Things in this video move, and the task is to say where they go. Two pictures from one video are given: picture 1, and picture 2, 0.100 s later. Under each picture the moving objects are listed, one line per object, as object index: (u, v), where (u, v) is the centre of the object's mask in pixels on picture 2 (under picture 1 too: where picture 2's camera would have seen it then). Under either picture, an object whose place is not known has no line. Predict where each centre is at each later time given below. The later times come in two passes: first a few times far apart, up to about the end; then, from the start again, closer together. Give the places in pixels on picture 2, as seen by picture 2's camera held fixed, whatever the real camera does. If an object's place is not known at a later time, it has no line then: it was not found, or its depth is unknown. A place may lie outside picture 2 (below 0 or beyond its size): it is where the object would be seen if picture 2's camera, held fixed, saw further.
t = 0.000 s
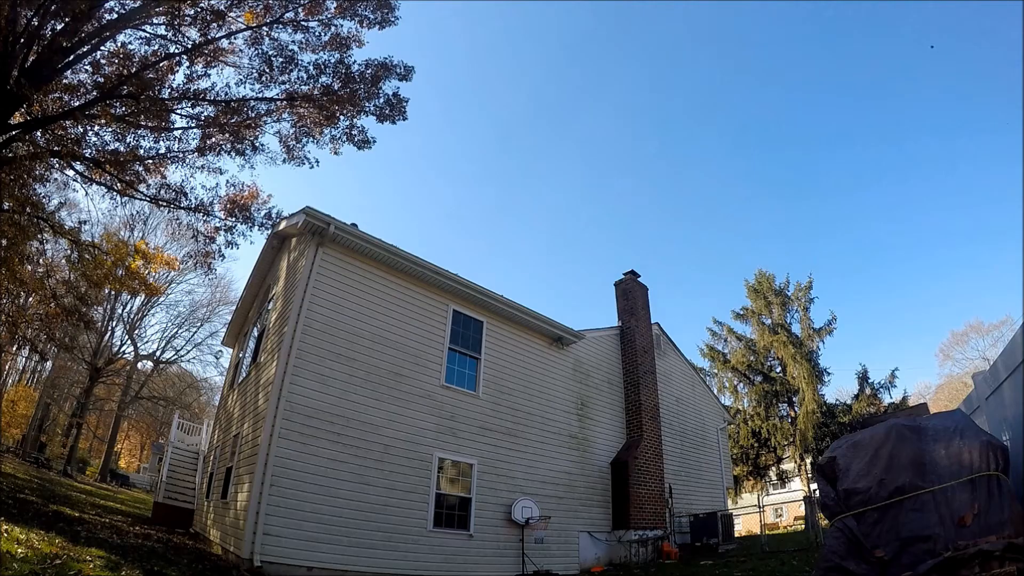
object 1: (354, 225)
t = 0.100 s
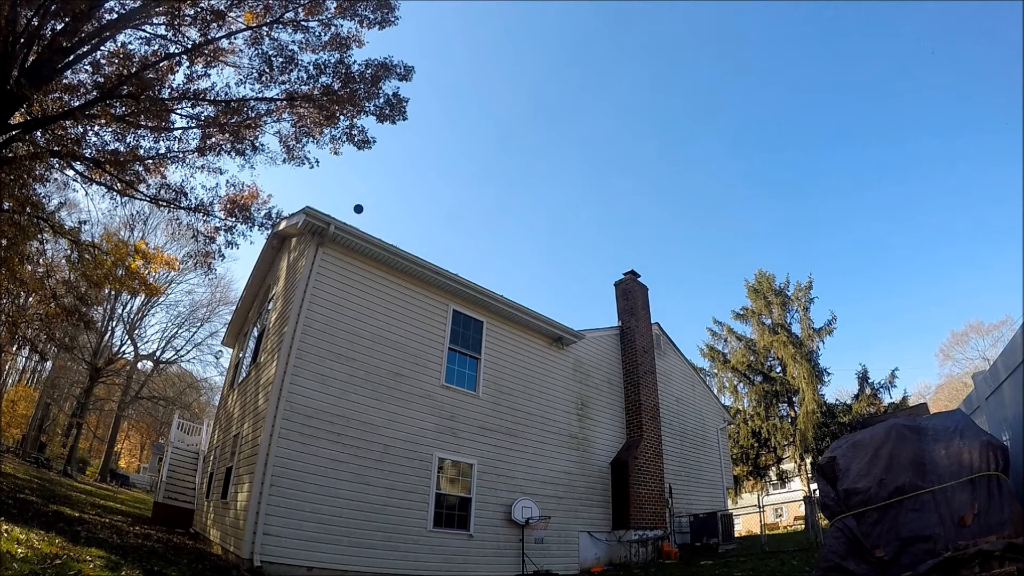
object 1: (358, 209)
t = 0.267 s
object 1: (367, 182)
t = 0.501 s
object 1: (378, 152)
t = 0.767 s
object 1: (393, 130)
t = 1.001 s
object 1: (407, 127)
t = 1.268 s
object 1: (426, 147)
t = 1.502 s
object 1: (444, 191)
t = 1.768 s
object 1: (467, 278)
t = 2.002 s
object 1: (484, 378)
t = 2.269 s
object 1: (511, 486)
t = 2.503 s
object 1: (534, 501)
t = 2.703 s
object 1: (542, 508)
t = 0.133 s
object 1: (360, 203)
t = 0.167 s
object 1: (361, 197)
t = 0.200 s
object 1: (363, 192)
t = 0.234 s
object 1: (365, 187)
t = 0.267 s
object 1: (367, 182)
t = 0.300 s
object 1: (368, 177)
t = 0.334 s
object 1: (370, 172)
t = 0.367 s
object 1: (372, 168)
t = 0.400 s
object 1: (373, 163)
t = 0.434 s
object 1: (375, 159)
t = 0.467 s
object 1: (377, 155)
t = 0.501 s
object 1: (378, 152)
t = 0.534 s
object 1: (380, 148)
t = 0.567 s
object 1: (382, 145)
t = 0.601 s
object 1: (384, 142)
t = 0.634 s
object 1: (386, 139)
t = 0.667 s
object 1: (387, 137)
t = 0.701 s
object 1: (389, 134)
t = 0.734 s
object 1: (391, 132)
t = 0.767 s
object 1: (393, 130)
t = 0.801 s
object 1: (395, 129)
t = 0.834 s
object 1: (397, 128)
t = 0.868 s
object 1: (399, 127)
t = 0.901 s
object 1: (401, 126)
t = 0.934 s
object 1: (403, 126)
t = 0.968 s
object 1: (405, 126)
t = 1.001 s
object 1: (407, 127)
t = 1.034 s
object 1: (410, 128)
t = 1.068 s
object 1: (412, 129)
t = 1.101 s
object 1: (414, 131)
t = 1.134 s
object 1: (416, 133)
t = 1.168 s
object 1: (419, 136)
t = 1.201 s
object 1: (421, 139)
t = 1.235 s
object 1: (423, 143)
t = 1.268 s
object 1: (426, 147)
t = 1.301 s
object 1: (428, 151)
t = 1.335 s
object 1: (430, 156)
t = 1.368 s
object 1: (433, 162)
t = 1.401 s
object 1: (436, 169)
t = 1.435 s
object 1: (438, 175)
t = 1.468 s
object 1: (441, 183)
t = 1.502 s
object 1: (444, 191)
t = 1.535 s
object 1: (446, 200)
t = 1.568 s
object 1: (449, 209)
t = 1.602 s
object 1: (452, 219)
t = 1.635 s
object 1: (455, 230)
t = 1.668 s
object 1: (458, 241)
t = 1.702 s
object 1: (461, 253)
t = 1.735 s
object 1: (463, 265)
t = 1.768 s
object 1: (467, 278)
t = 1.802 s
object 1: (469, 291)
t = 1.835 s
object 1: (471, 305)
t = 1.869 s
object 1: (475, 319)
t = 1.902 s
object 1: (477, 332)
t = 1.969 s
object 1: (482, 363)
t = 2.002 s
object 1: (484, 378)
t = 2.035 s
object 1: (486, 392)
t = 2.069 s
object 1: (488, 407)
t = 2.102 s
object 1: (490, 422)
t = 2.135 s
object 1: (492, 437)
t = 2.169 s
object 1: (493, 451)
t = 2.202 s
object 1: (496, 463)
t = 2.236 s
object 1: (503, 475)
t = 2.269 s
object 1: (511, 486)
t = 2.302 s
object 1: (519, 498)
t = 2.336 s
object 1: (526, 511)
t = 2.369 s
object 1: (527, 509)
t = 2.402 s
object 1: (529, 505)
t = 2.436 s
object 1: (531, 503)
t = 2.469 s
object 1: (532, 502)
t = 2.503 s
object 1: (534, 501)
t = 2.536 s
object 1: (535, 500)
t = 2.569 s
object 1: (537, 501)
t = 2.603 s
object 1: (538, 502)
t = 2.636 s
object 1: (539, 503)
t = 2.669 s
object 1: (541, 505)
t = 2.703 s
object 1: (542, 508)
